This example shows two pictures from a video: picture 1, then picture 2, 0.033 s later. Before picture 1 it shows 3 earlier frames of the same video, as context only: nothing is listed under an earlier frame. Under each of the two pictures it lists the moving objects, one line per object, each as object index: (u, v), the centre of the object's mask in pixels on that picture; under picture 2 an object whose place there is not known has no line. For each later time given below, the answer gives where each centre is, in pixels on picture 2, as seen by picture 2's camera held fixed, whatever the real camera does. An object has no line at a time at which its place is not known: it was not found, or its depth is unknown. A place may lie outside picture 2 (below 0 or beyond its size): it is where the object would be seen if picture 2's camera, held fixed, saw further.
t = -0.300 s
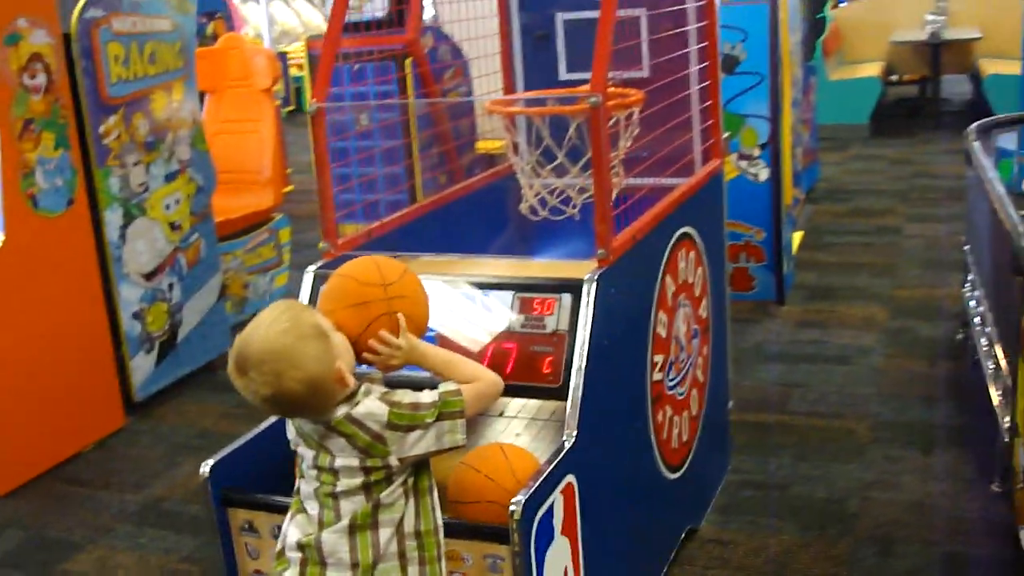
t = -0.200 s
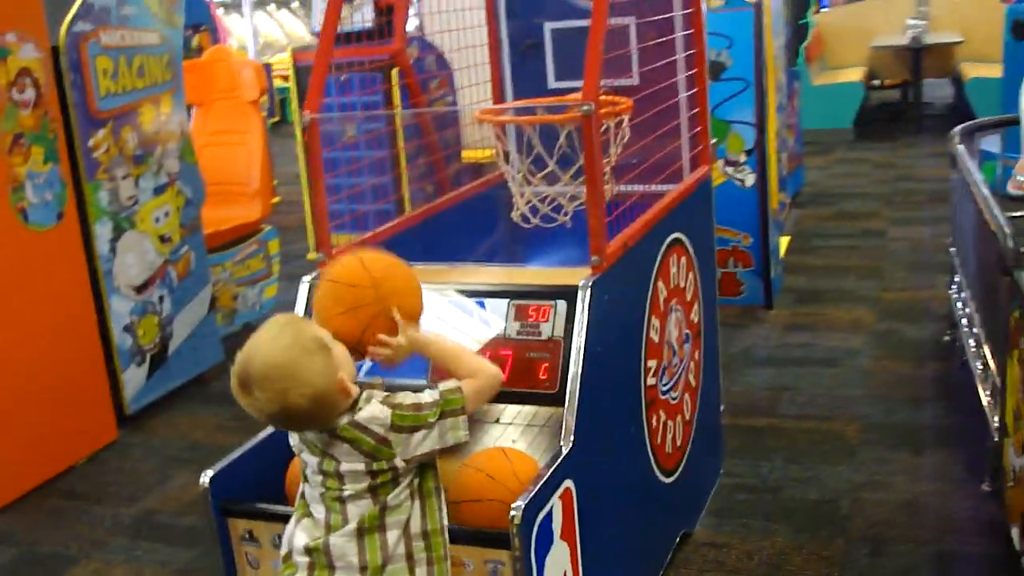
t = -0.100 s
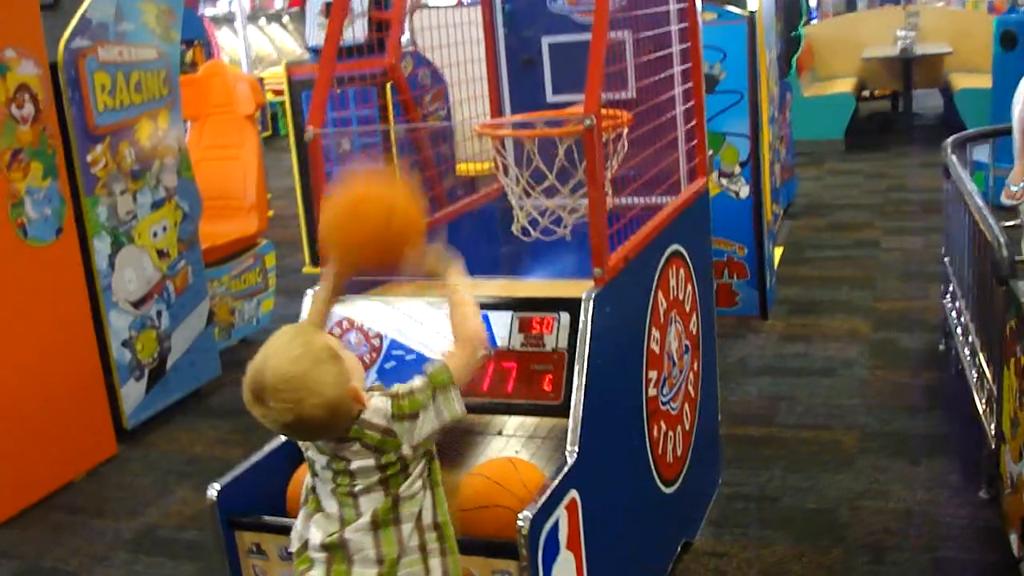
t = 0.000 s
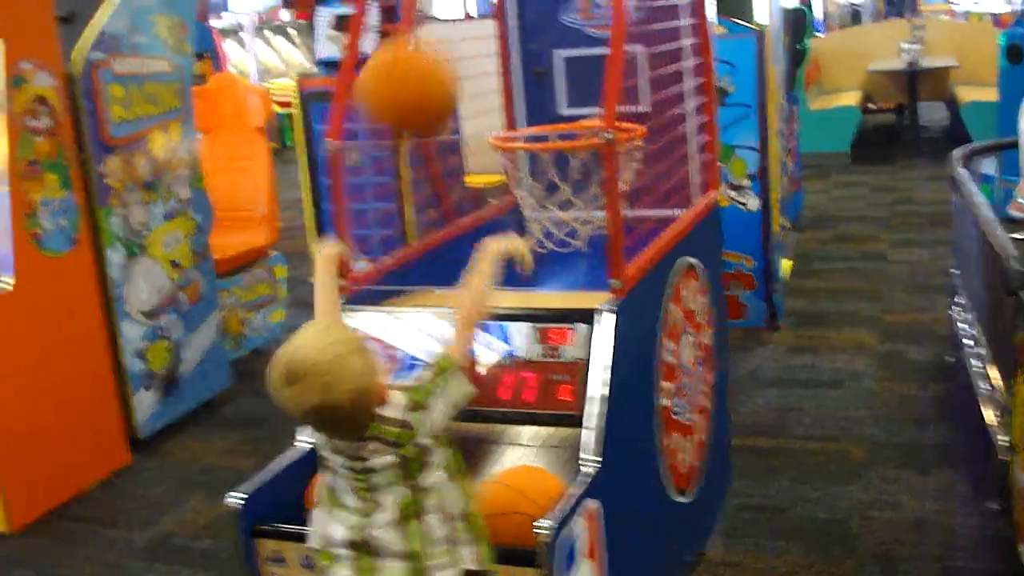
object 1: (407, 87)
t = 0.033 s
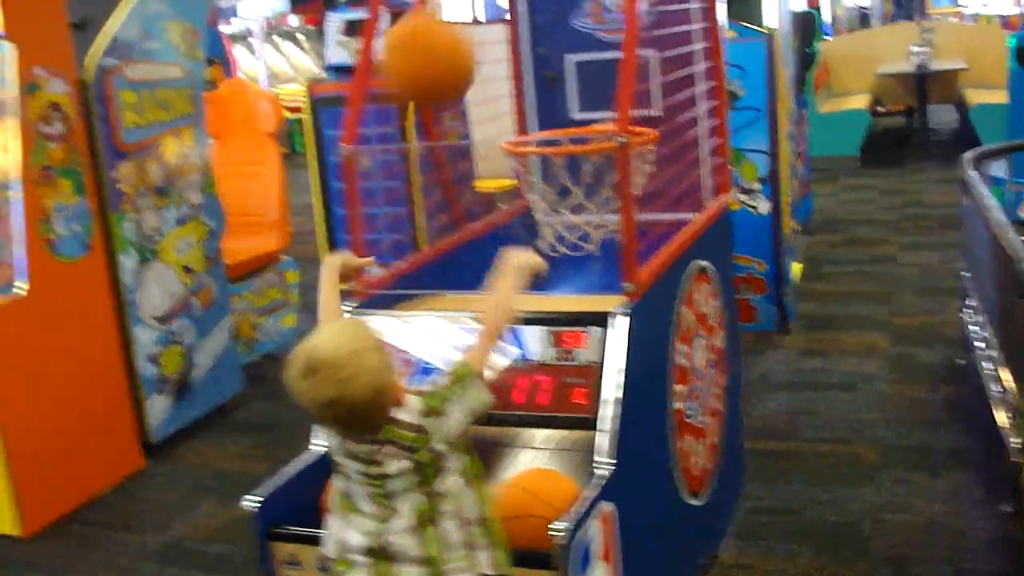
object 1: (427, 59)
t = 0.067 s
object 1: (430, 38)
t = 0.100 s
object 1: (439, 25)
